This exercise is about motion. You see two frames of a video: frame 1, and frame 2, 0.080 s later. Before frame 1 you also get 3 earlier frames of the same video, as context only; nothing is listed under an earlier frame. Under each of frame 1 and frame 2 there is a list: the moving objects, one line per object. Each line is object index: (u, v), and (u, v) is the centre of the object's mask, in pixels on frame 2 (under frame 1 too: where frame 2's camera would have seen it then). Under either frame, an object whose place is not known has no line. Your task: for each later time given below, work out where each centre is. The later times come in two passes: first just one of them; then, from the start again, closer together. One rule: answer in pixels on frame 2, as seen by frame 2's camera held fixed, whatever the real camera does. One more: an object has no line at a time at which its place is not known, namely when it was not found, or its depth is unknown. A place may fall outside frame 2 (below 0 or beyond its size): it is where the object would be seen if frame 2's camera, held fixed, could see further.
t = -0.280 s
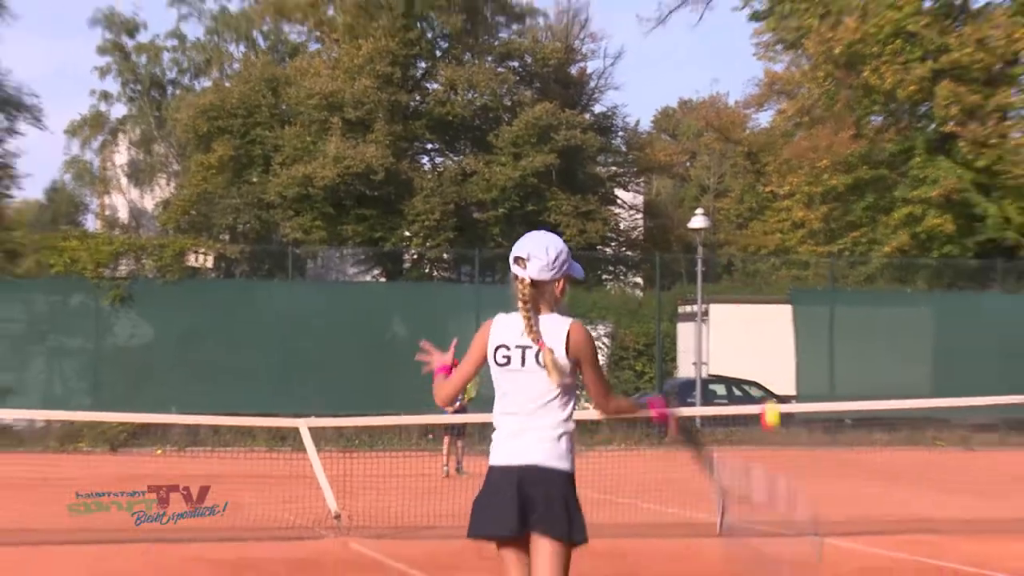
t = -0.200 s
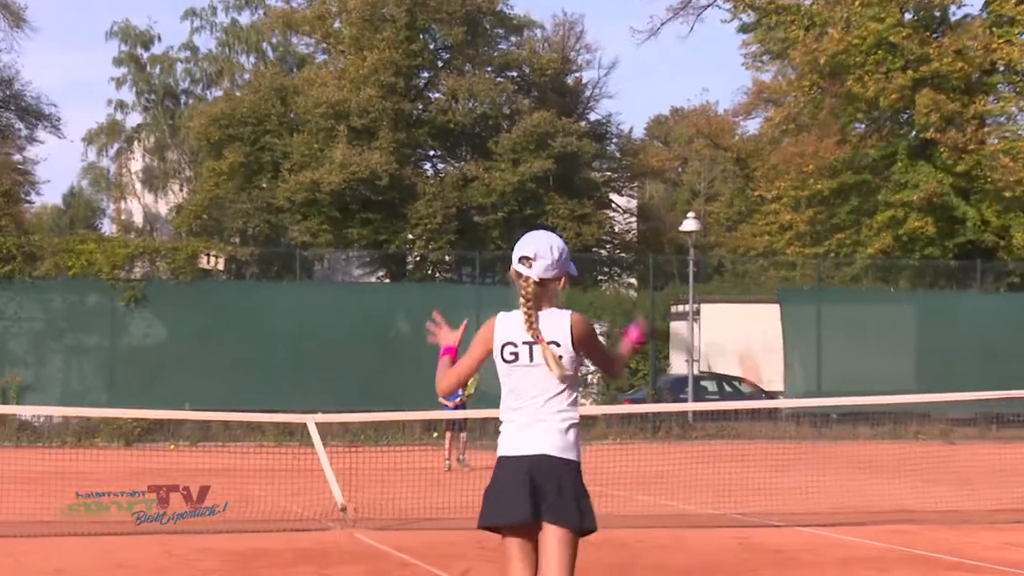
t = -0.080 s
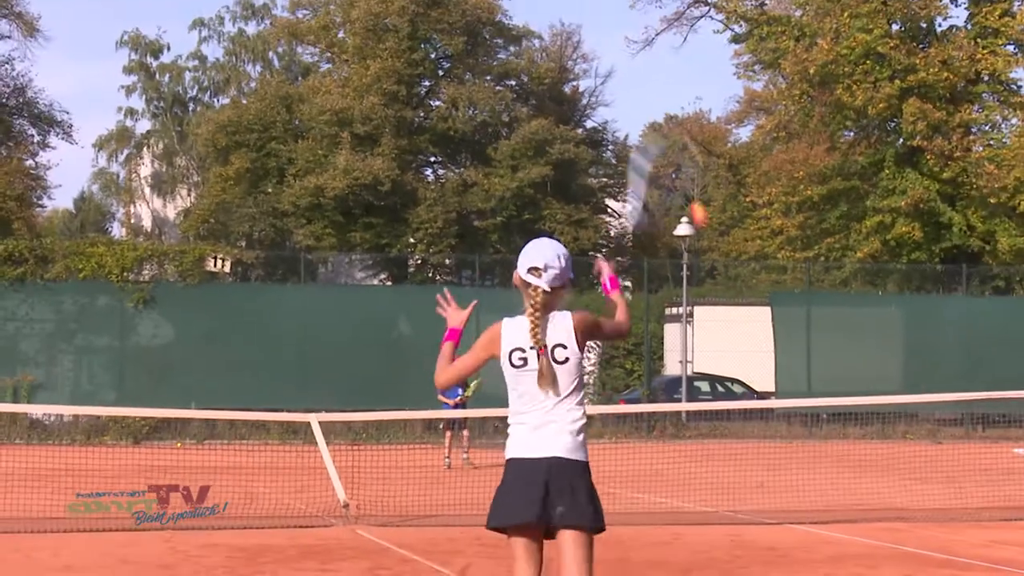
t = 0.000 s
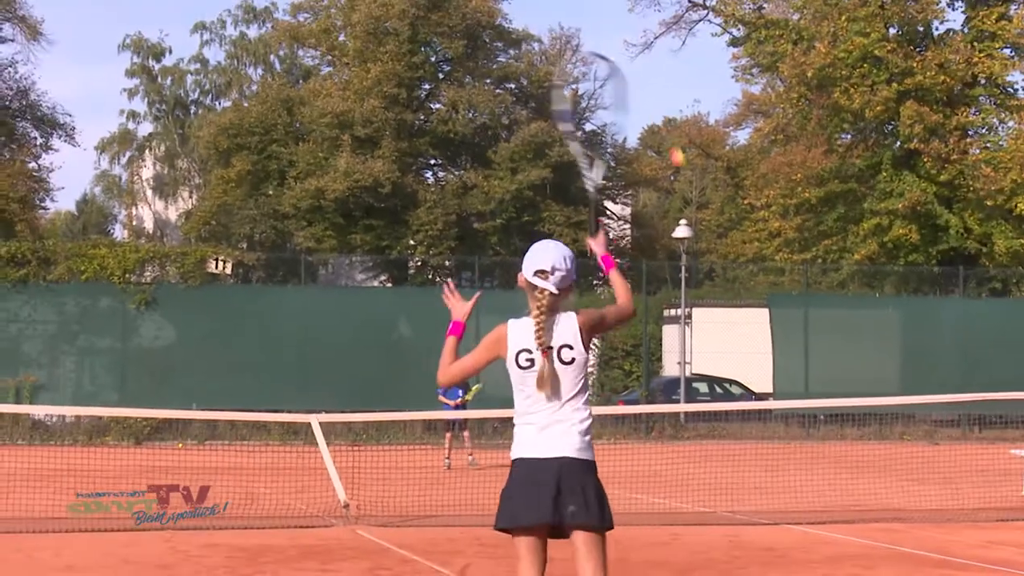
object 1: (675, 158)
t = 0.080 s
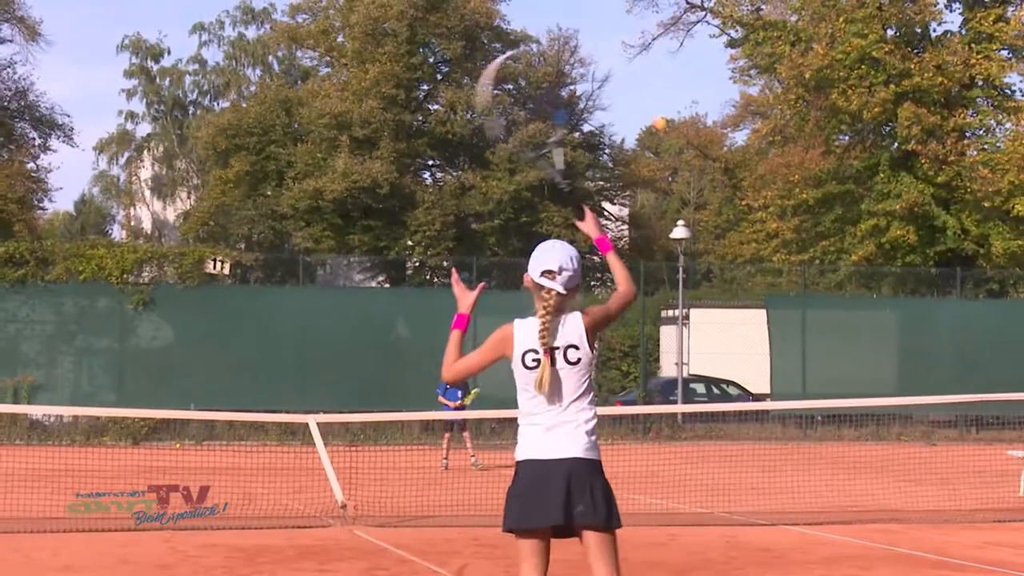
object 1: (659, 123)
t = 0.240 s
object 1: (636, 103)
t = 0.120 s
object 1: (654, 112)
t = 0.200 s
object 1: (641, 103)
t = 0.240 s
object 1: (636, 103)
